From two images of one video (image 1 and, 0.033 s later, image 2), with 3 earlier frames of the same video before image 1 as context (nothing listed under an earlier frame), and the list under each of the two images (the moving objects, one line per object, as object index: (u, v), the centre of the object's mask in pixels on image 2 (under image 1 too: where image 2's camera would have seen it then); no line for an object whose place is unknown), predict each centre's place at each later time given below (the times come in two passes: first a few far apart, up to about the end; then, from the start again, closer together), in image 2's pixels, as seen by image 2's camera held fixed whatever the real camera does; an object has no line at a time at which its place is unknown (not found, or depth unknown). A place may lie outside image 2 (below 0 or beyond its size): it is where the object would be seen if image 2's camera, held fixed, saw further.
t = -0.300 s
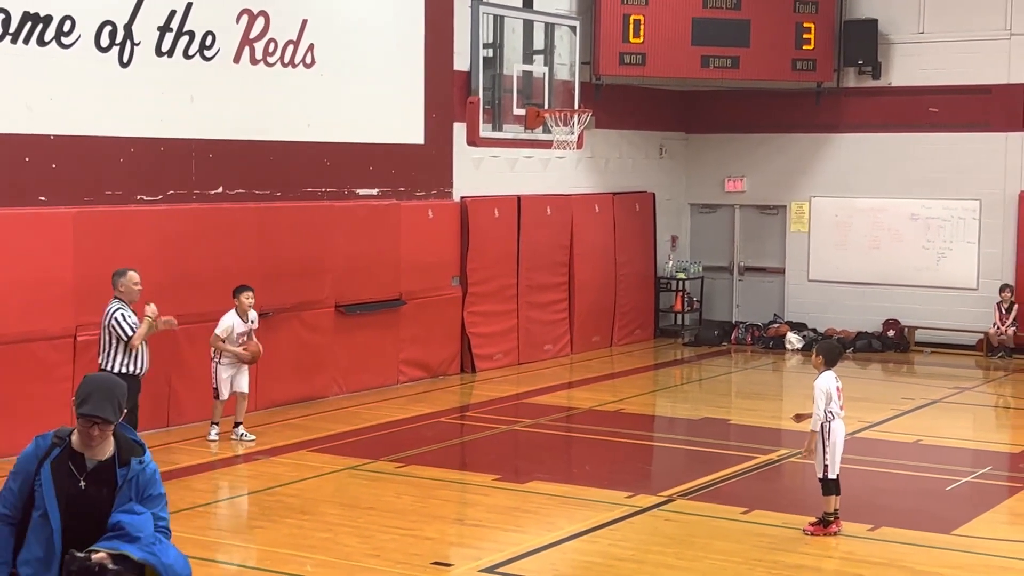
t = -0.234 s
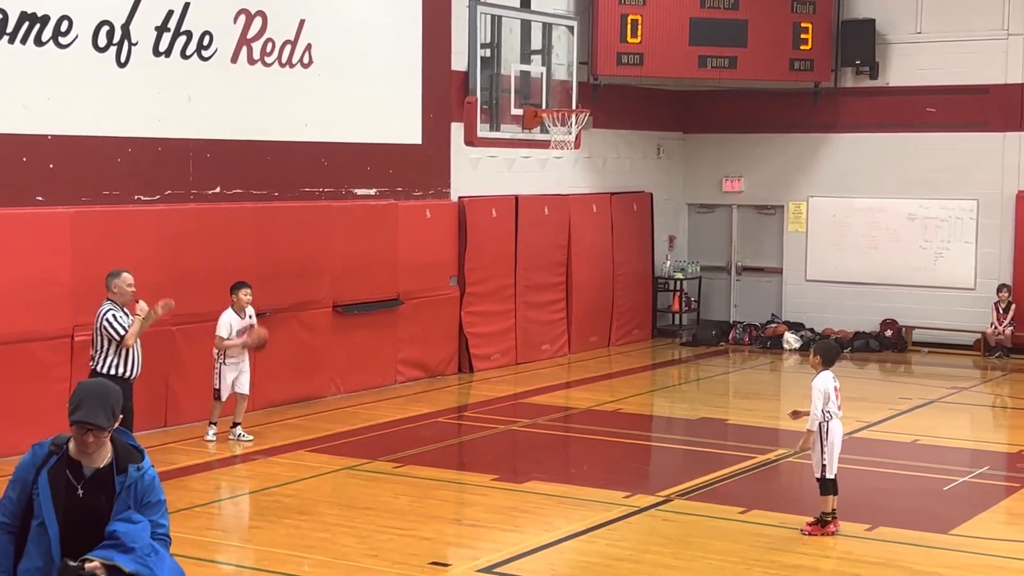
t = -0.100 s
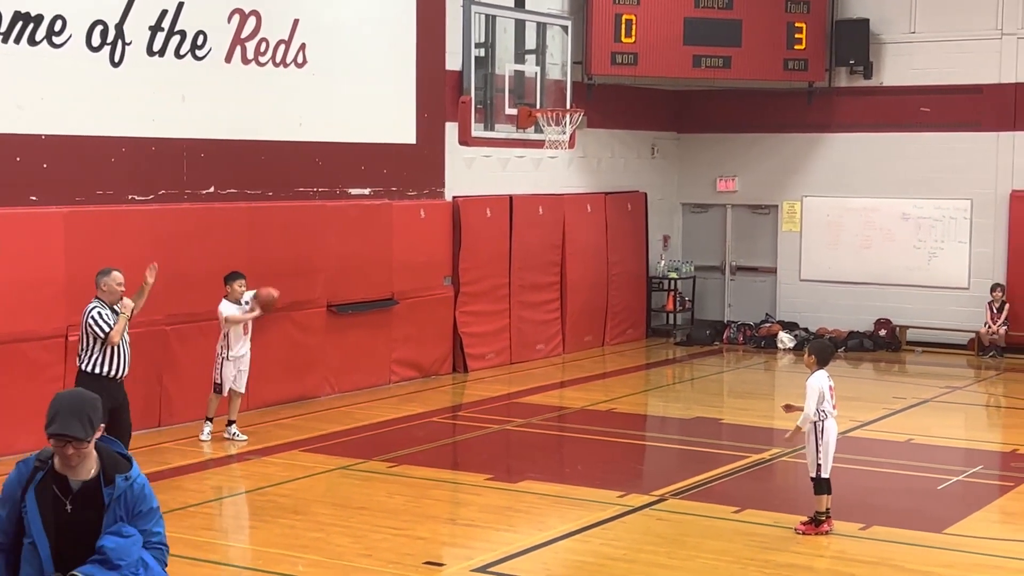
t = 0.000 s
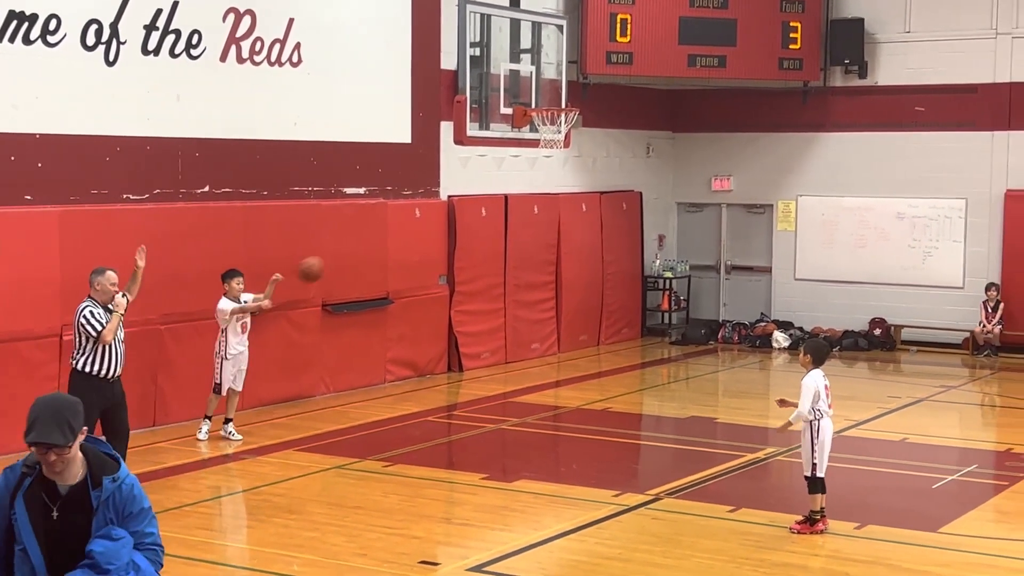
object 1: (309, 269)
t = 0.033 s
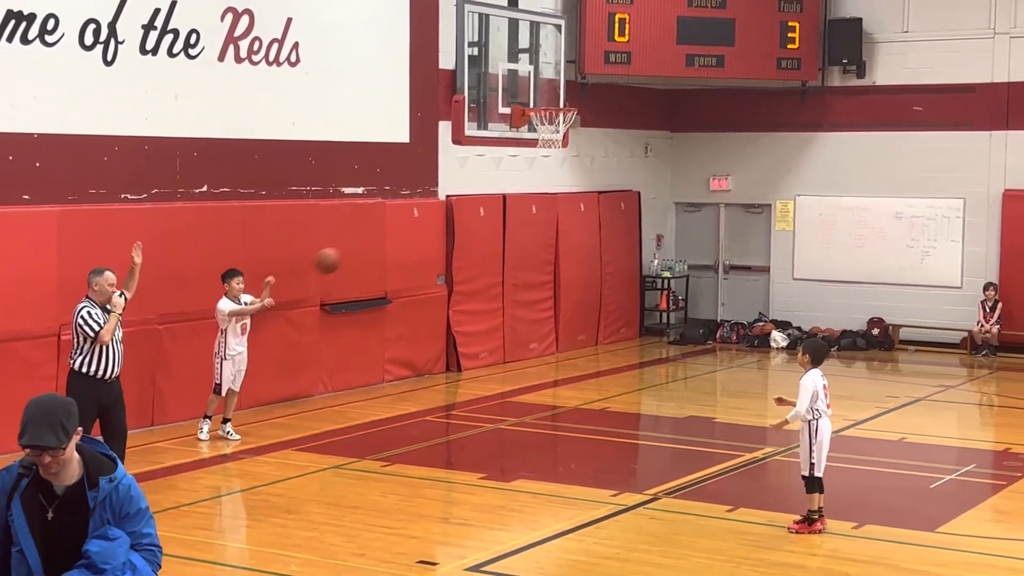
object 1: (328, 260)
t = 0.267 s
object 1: (463, 234)
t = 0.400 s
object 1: (547, 248)
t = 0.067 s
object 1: (346, 252)
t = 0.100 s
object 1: (364, 247)
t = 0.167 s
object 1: (403, 239)
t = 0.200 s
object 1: (423, 236)
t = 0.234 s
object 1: (442, 235)
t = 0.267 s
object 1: (463, 234)
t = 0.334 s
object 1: (504, 238)
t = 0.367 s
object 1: (525, 243)
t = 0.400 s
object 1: (547, 248)
